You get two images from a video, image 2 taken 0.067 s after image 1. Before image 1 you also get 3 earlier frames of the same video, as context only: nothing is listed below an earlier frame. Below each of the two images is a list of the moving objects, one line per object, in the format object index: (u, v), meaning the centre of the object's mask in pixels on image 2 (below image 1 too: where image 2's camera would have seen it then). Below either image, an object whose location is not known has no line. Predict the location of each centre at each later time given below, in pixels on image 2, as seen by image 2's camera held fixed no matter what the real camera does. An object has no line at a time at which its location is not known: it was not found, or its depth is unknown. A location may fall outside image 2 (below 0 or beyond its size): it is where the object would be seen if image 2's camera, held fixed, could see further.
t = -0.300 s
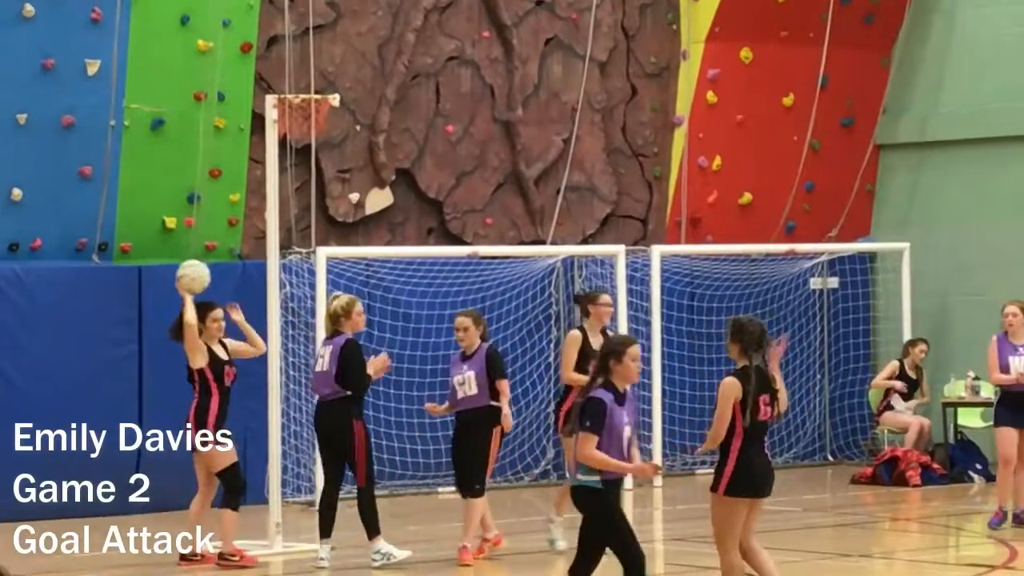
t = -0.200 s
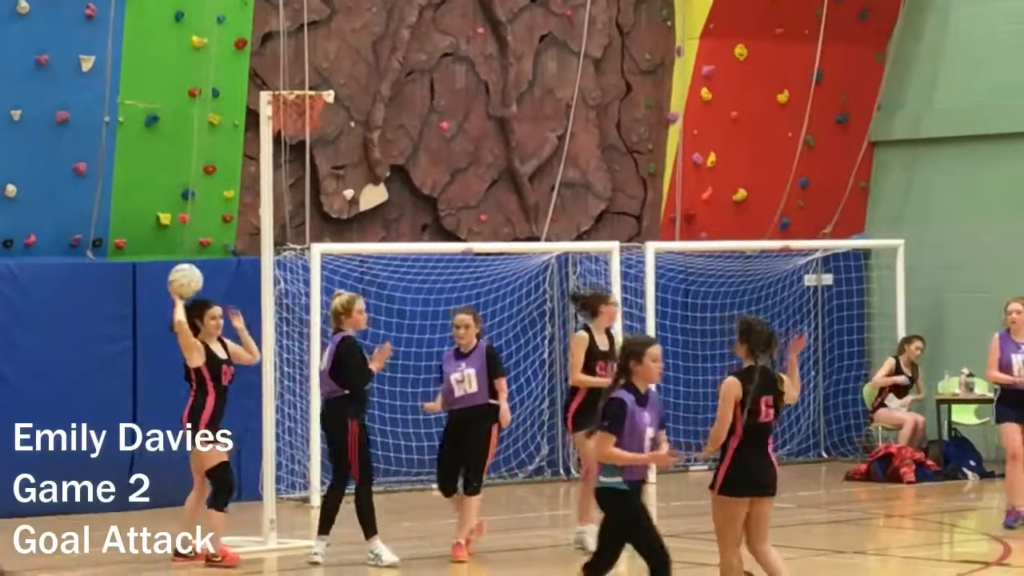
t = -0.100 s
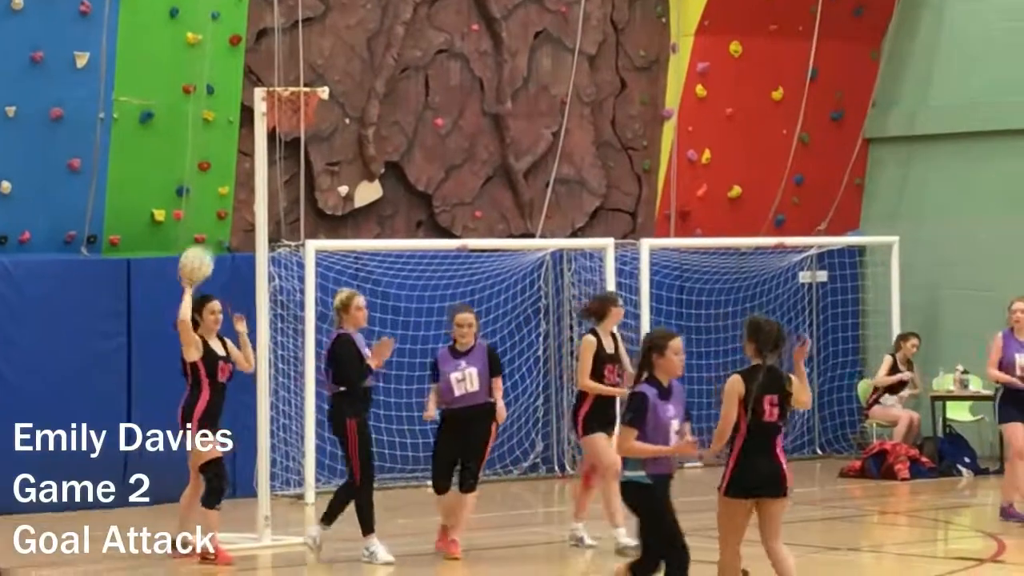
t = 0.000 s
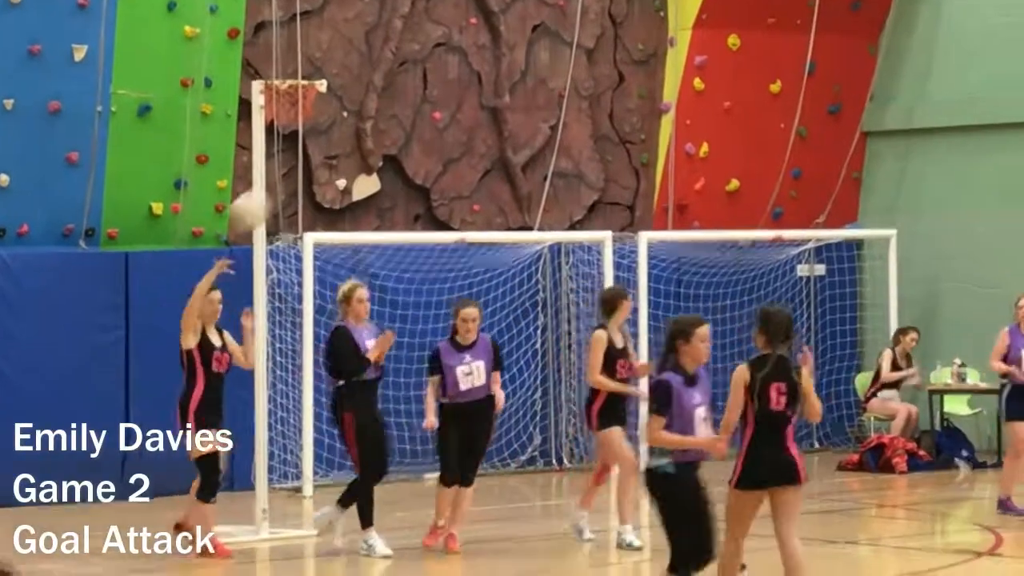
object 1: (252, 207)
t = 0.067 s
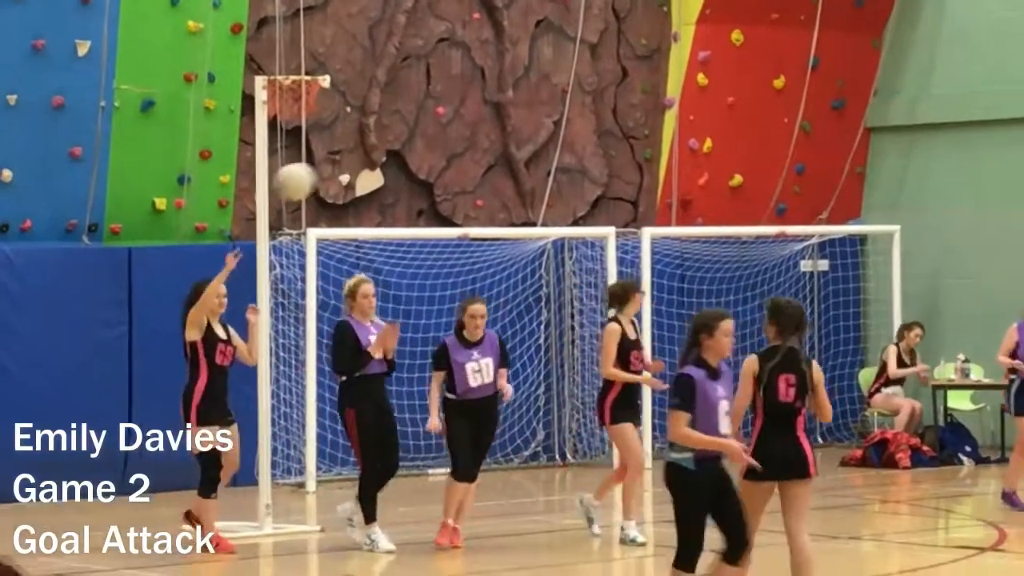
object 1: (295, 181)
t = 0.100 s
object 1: (317, 171)
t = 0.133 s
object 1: (340, 162)
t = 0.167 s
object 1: (363, 154)
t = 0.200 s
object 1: (387, 149)
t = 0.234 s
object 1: (410, 145)
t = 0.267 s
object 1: (434, 143)
